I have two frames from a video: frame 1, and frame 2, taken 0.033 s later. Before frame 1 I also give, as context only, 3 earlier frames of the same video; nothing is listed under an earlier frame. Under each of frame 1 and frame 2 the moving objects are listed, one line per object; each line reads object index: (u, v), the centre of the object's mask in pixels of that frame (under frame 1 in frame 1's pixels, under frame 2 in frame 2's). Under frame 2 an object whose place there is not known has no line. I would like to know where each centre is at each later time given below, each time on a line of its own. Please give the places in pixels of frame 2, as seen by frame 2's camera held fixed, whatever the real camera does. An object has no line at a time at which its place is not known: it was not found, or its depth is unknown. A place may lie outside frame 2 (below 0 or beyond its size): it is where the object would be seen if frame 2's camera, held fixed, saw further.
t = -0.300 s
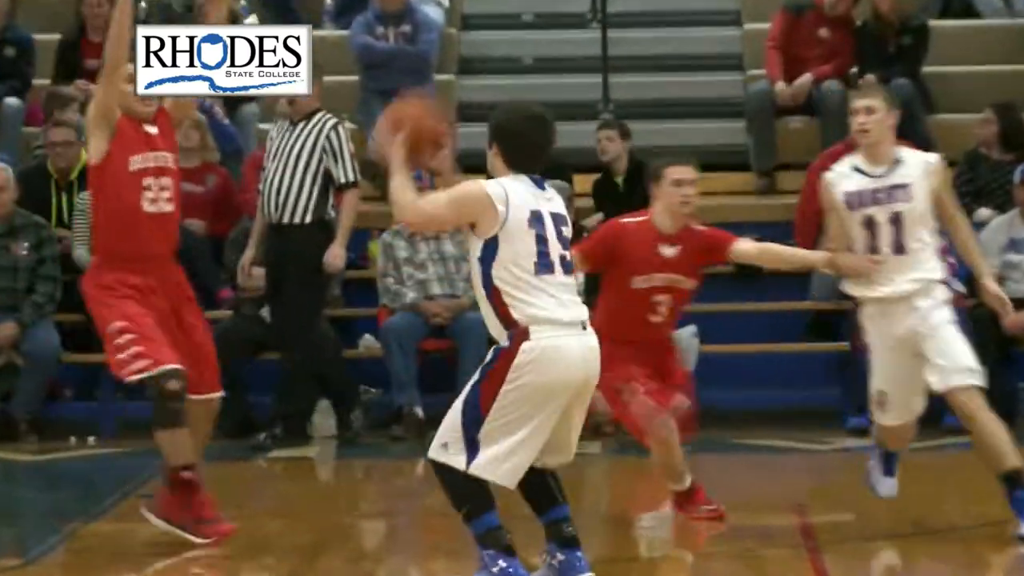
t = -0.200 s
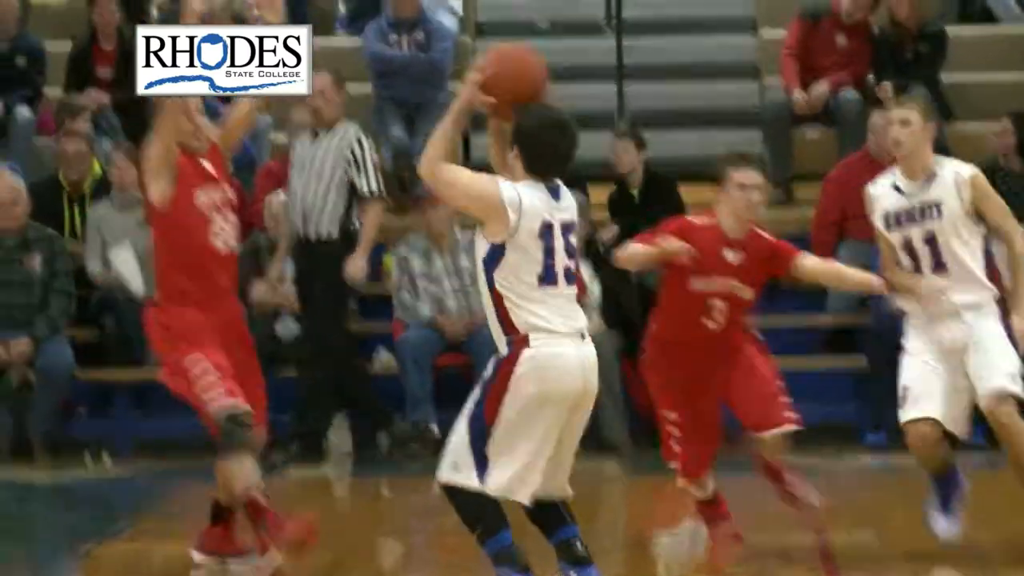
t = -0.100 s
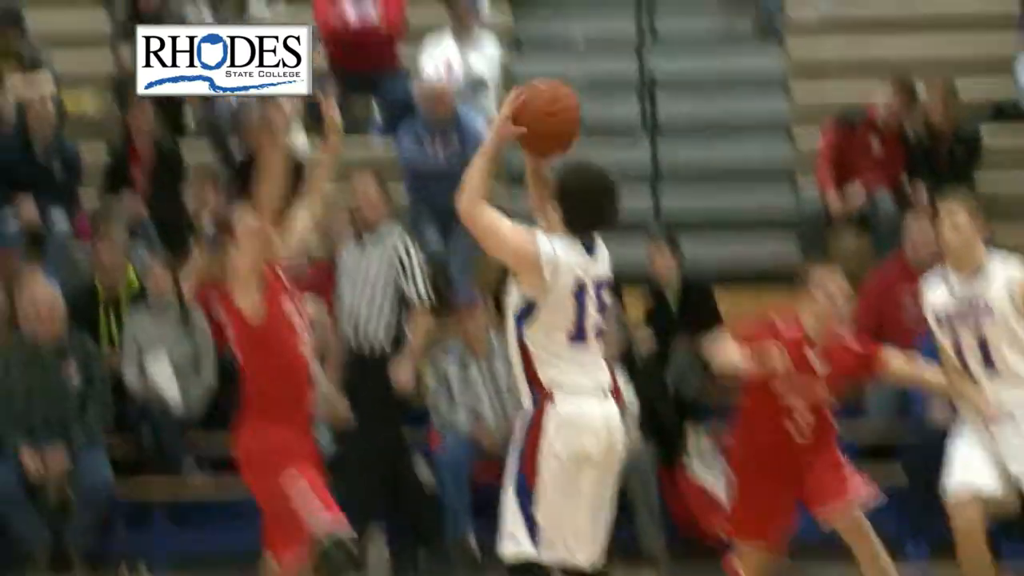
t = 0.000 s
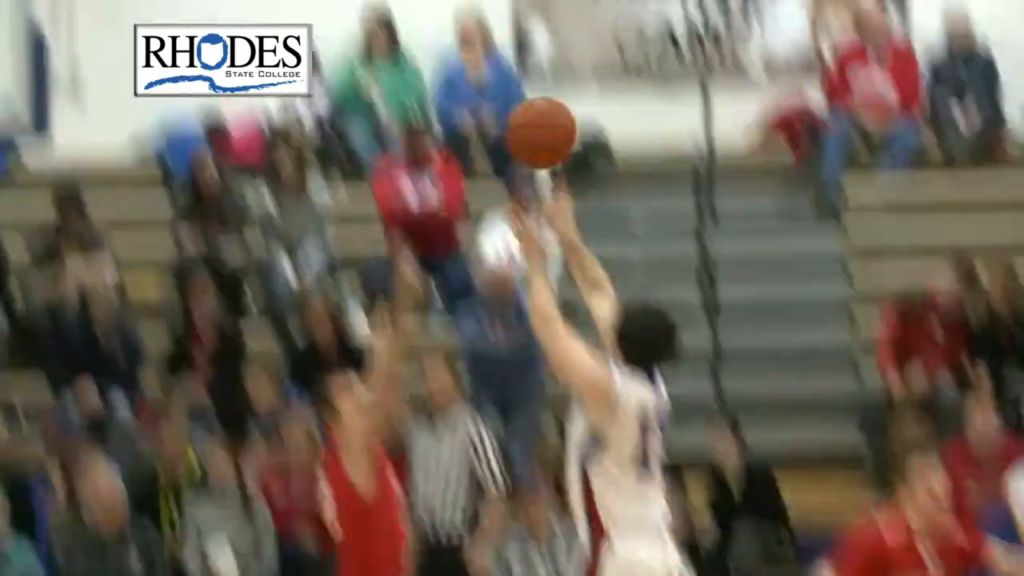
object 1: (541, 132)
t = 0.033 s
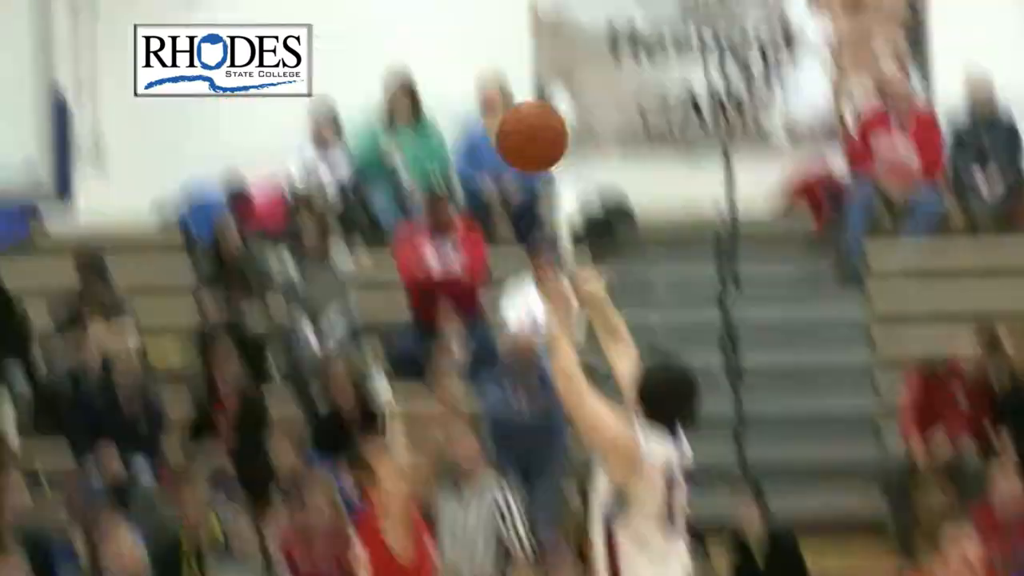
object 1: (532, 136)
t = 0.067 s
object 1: (499, 77)
